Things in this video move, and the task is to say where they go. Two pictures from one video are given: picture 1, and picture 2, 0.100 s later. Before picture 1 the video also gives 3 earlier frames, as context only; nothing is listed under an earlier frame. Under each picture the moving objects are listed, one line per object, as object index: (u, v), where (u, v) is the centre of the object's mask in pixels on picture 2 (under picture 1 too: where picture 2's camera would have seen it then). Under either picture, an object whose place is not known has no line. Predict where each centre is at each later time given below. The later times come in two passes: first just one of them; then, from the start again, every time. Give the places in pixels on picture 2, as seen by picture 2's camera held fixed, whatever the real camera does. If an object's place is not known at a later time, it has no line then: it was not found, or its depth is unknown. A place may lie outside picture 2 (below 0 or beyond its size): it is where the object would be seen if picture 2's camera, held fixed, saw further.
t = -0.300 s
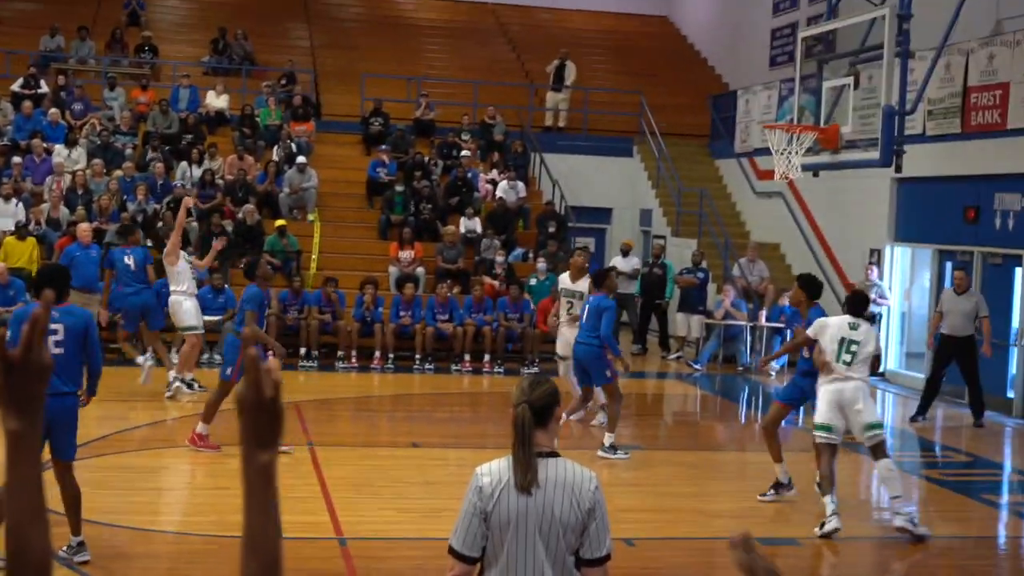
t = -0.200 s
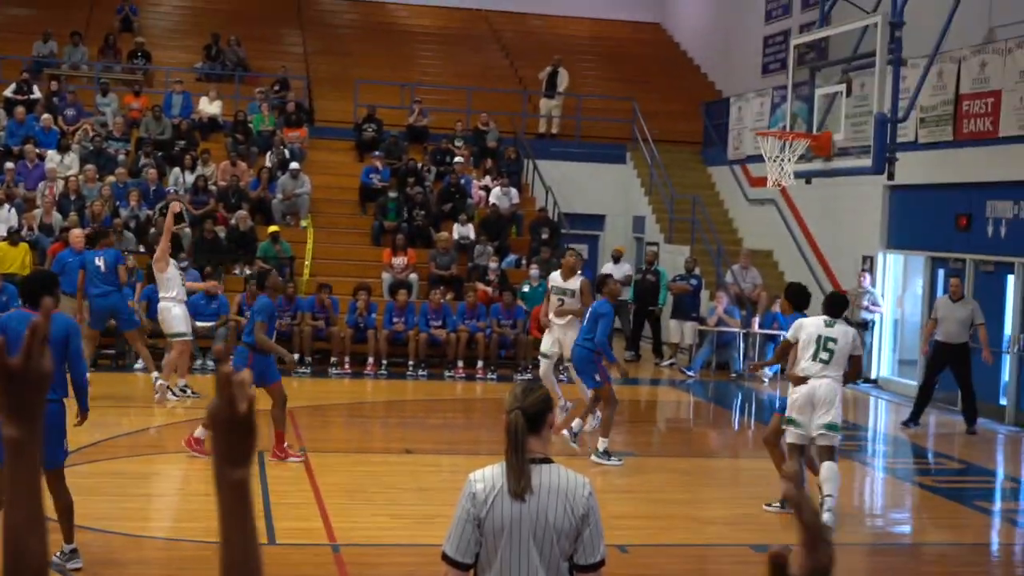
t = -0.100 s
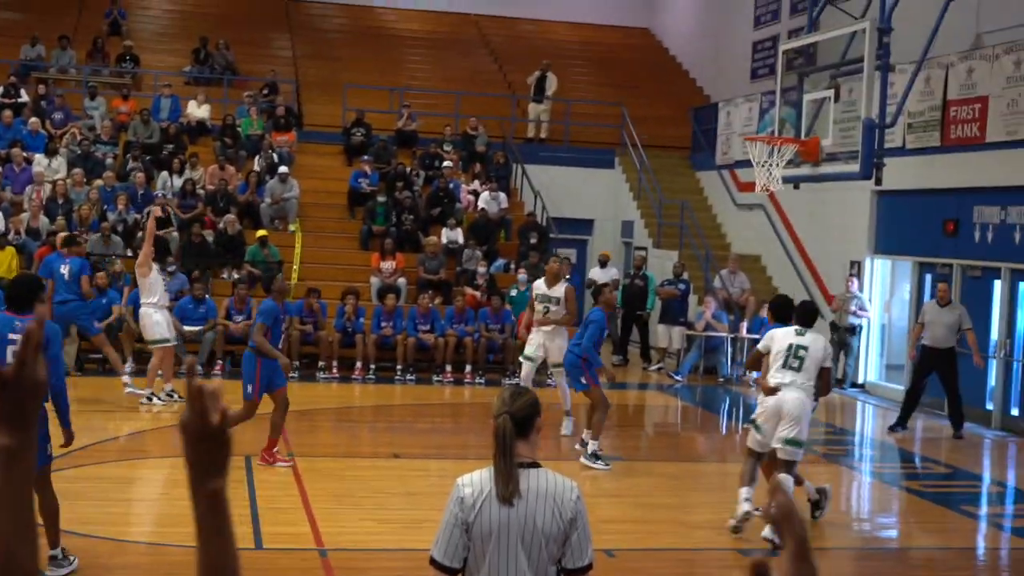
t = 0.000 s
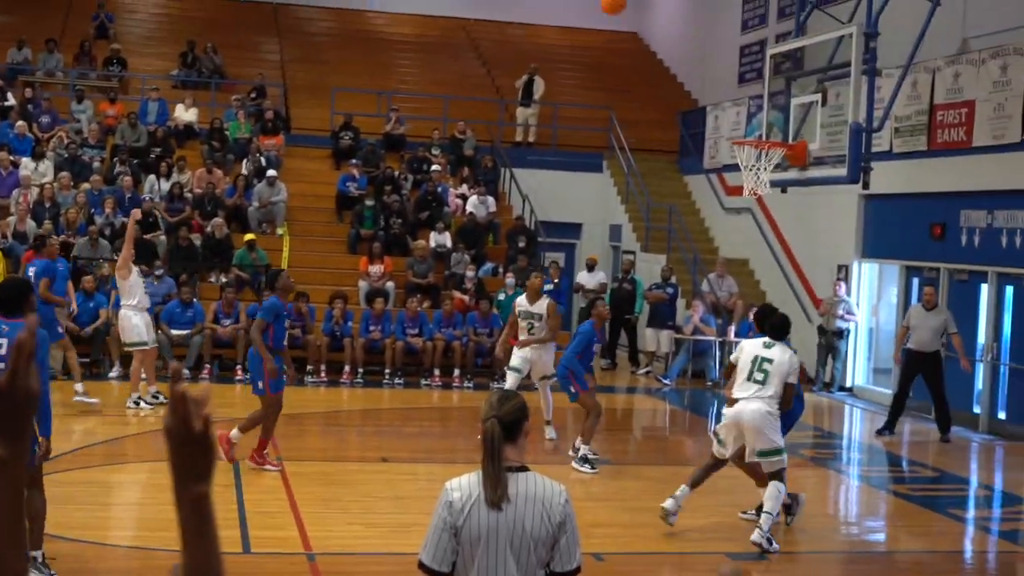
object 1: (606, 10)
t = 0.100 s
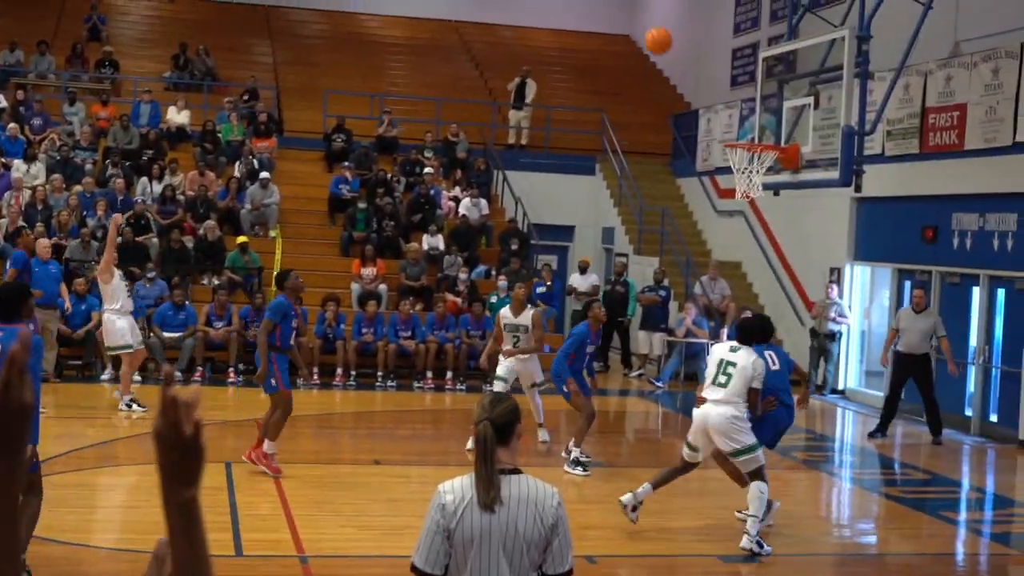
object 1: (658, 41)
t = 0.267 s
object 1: (751, 130)
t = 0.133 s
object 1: (677, 56)
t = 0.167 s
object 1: (695, 72)
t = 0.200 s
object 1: (713, 90)
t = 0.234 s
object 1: (731, 109)
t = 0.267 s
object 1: (751, 130)
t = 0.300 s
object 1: (768, 154)
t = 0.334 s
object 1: (765, 173)
